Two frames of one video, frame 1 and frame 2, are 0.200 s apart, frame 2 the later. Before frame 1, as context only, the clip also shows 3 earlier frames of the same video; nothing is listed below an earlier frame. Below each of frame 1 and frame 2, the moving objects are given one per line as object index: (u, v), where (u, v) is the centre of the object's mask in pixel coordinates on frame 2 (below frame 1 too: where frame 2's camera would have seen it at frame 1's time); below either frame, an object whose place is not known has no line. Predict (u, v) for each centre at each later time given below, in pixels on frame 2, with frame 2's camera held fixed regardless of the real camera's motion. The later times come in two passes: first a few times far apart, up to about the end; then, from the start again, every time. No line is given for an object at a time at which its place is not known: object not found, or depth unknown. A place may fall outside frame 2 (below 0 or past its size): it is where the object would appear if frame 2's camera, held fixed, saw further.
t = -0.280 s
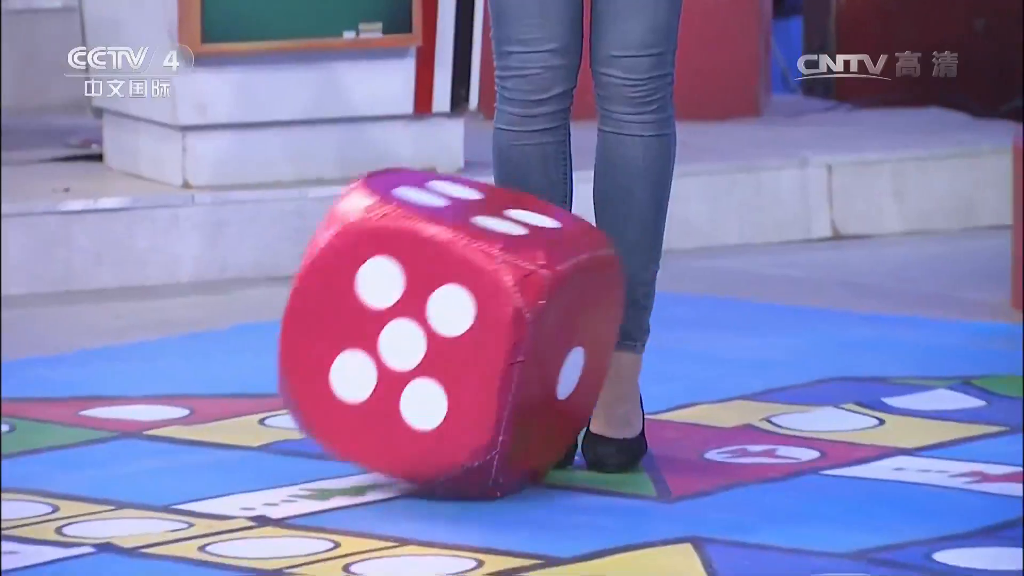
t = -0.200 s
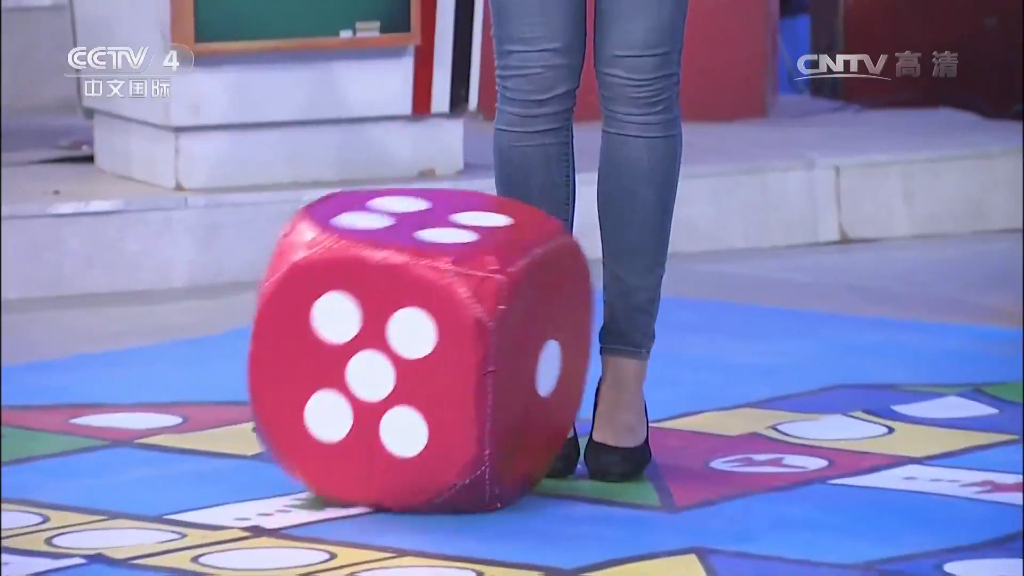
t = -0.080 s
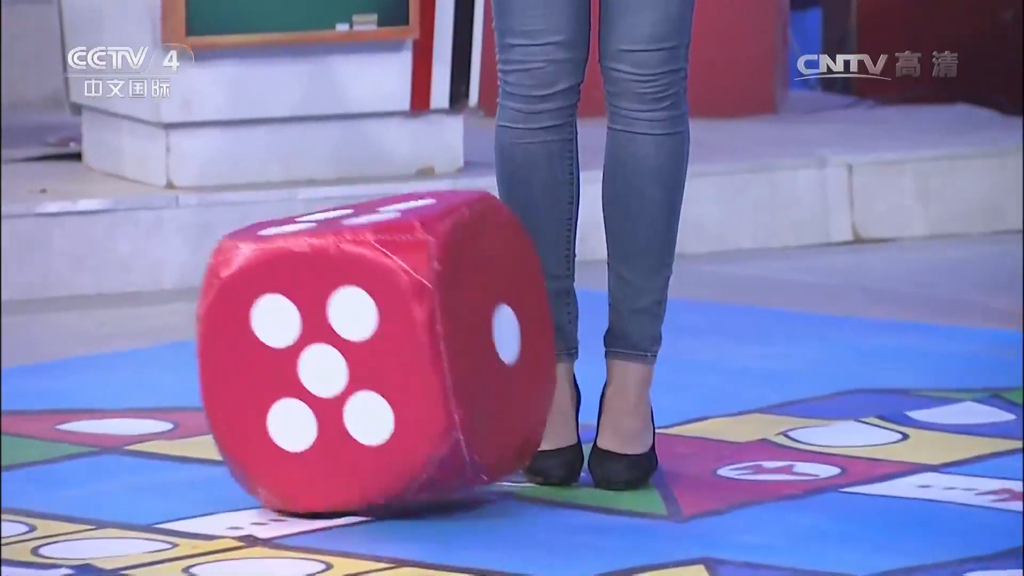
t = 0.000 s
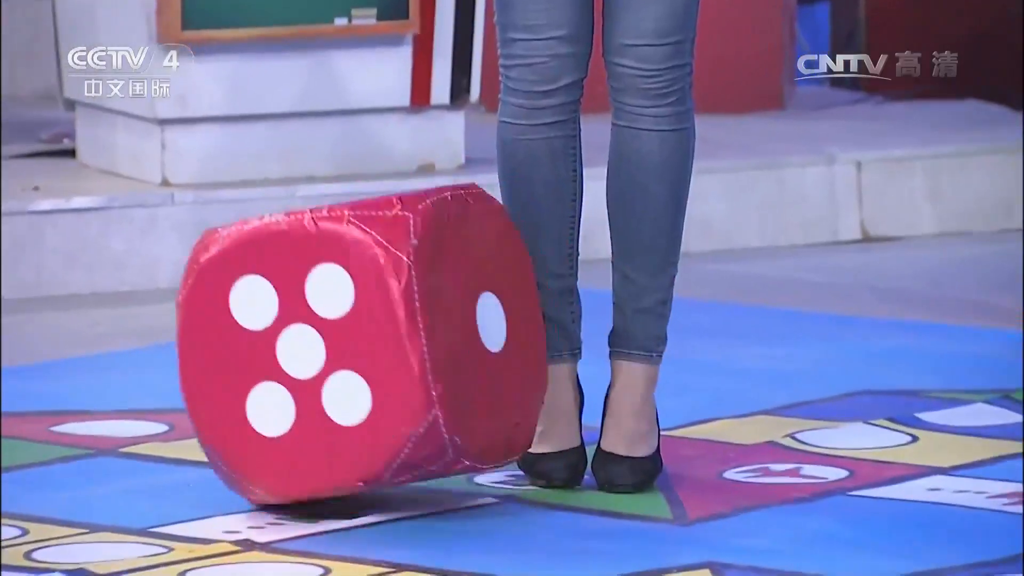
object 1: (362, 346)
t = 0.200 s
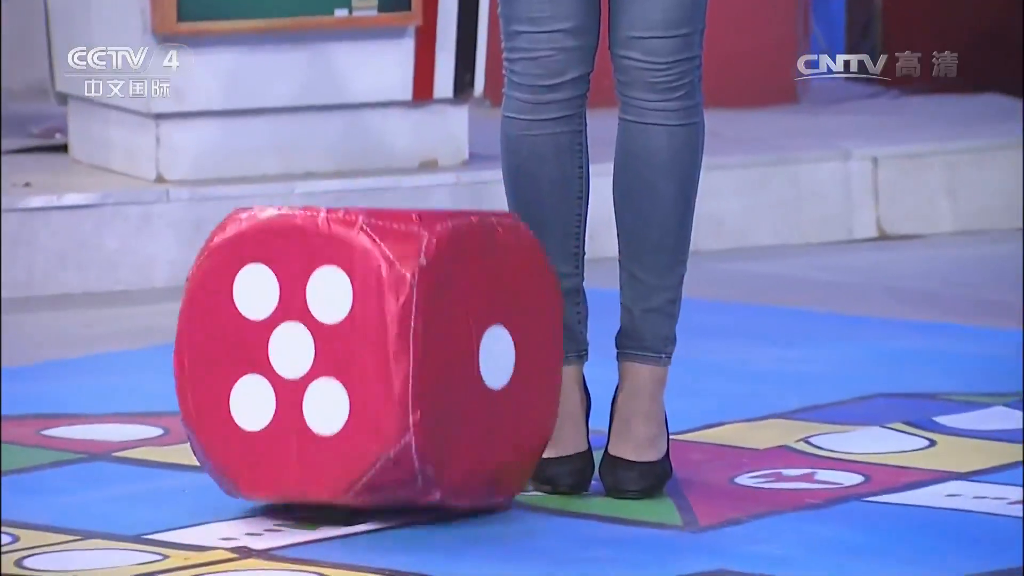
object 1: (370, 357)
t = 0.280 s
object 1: (372, 366)
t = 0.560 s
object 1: (375, 371)
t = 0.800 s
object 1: (374, 371)
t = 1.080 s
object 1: (373, 371)
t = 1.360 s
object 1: (372, 371)
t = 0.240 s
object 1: (372, 363)
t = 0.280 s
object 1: (372, 366)
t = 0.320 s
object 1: (371, 366)
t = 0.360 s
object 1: (369, 365)
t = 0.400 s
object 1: (369, 367)
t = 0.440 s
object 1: (370, 369)
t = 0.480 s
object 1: (372, 371)
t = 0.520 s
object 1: (374, 370)
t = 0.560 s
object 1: (375, 371)
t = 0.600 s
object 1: (374, 371)
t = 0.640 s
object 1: (374, 371)
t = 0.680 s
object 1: (374, 371)
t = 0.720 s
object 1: (374, 371)
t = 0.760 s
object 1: (374, 371)
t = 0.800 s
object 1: (374, 371)
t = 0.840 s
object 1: (373, 371)
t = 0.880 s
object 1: (373, 371)
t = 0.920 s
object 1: (373, 371)
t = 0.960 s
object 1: (373, 371)
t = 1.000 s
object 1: (373, 371)
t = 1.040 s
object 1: (373, 371)
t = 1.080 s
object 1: (373, 371)
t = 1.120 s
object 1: (372, 371)
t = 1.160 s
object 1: (372, 371)
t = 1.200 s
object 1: (372, 371)
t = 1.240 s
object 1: (372, 371)
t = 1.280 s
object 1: (372, 371)
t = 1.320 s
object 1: (372, 371)
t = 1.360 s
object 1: (372, 371)
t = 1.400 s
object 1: (372, 371)
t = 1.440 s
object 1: (373, 371)
